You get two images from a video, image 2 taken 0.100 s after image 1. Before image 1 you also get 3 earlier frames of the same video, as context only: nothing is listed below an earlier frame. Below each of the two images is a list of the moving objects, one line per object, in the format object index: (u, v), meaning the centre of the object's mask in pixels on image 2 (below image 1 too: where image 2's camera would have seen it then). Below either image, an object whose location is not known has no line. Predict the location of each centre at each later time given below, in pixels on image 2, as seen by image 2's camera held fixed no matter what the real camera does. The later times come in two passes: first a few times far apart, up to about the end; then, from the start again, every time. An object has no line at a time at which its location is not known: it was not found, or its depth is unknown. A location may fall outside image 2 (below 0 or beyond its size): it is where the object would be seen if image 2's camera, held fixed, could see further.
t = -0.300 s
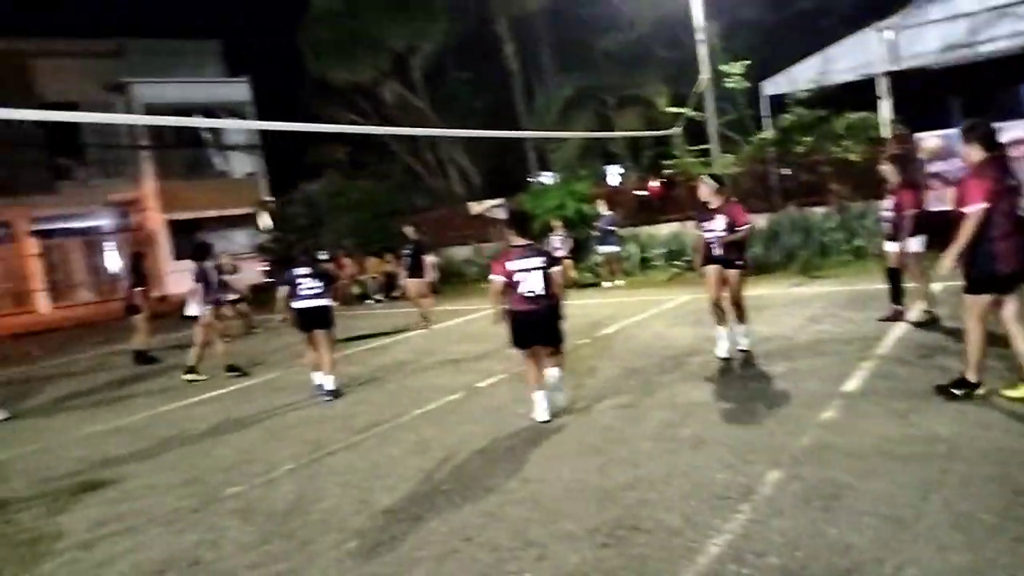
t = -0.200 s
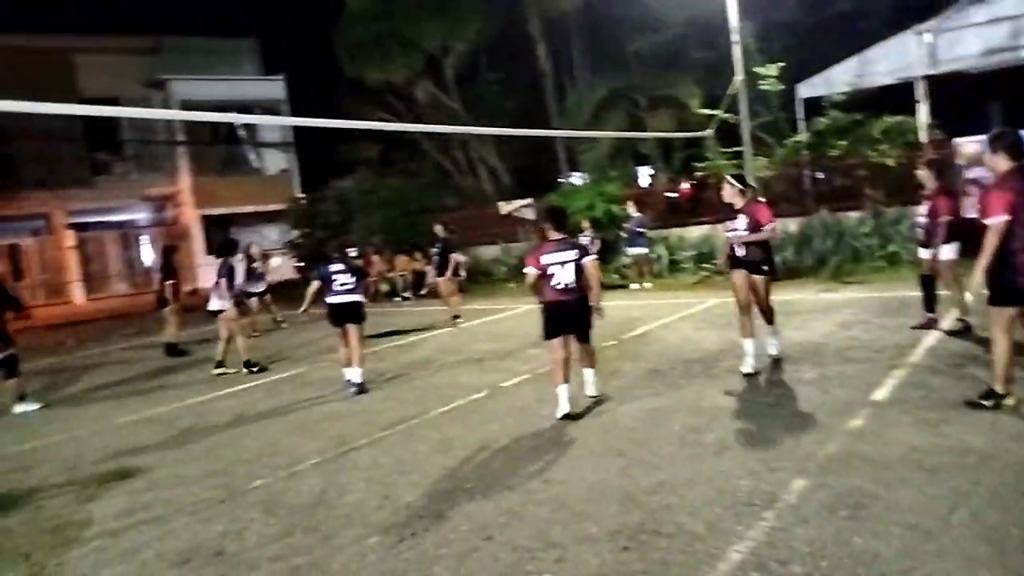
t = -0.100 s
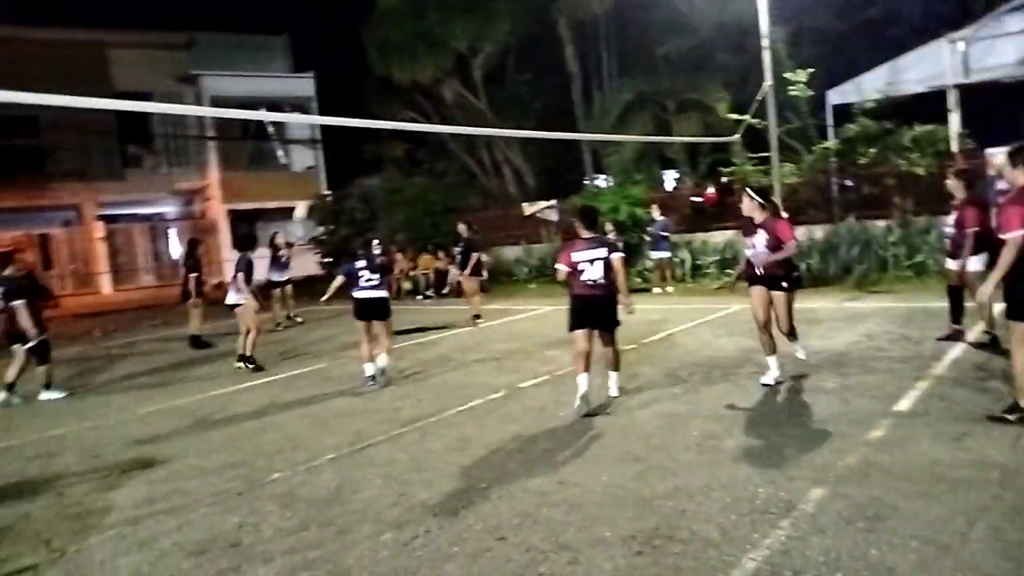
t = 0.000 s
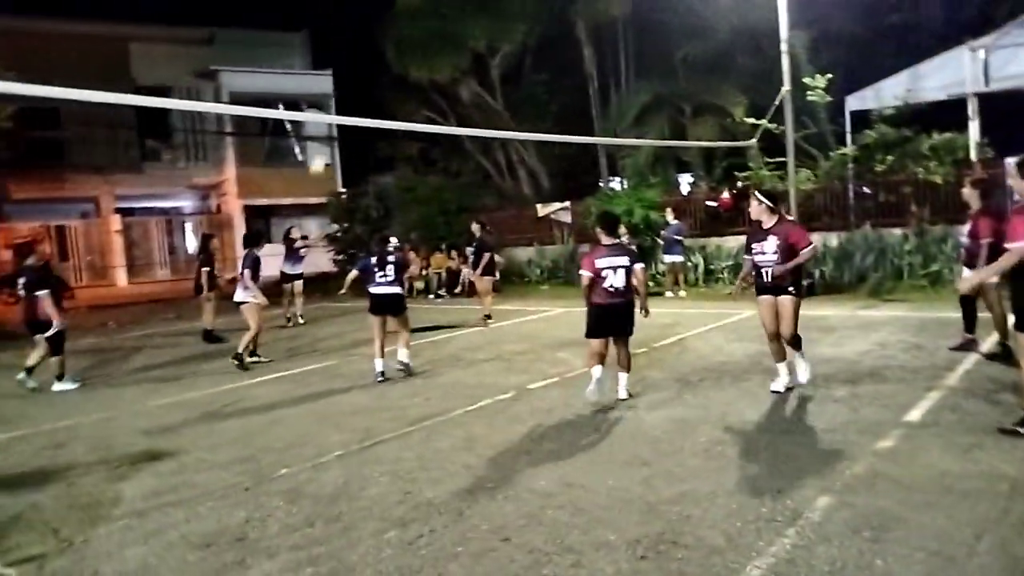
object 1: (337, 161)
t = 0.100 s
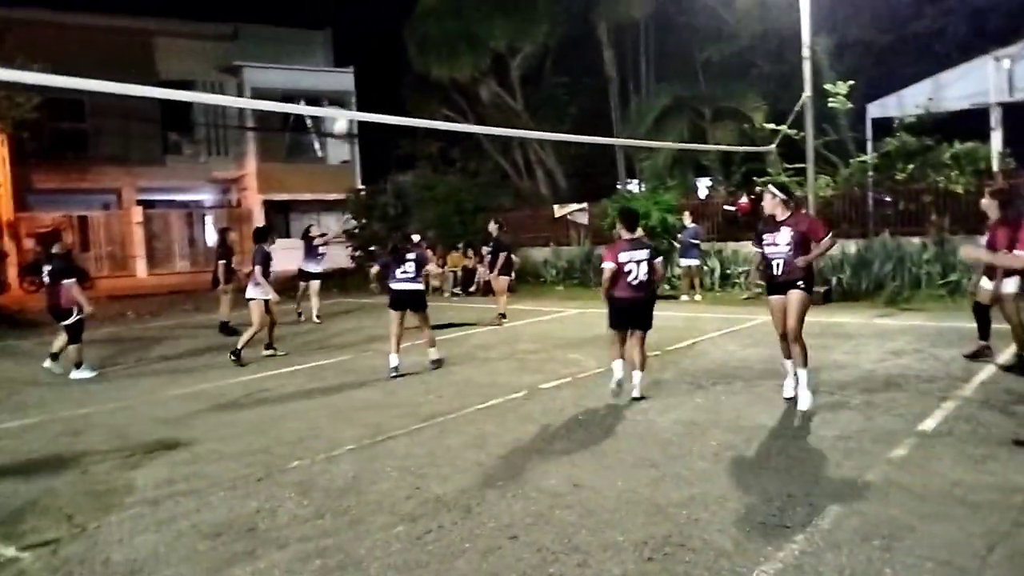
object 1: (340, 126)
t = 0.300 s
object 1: (350, 66)
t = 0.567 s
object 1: (368, 28)
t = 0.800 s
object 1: (390, 36)
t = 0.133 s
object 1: (341, 107)
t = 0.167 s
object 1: (344, 101)
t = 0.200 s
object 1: (345, 94)
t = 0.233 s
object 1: (347, 83)
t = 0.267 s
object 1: (349, 73)
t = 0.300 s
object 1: (350, 66)
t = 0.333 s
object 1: (352, 59)
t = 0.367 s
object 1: (354, 53)
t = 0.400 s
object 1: (356, 47)
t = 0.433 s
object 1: (358, 41)
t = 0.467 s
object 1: (361, 35)
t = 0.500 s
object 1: (363, 33)
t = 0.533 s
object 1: (366, 30)
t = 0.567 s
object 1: (368, 28)
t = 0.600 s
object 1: (371, 27)
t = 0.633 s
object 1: (374, 26)
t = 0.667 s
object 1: (377, 26)
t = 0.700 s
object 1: (380, 27)
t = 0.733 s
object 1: (384, 29)
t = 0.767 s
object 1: (387, 32)
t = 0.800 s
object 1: (390, 36)
